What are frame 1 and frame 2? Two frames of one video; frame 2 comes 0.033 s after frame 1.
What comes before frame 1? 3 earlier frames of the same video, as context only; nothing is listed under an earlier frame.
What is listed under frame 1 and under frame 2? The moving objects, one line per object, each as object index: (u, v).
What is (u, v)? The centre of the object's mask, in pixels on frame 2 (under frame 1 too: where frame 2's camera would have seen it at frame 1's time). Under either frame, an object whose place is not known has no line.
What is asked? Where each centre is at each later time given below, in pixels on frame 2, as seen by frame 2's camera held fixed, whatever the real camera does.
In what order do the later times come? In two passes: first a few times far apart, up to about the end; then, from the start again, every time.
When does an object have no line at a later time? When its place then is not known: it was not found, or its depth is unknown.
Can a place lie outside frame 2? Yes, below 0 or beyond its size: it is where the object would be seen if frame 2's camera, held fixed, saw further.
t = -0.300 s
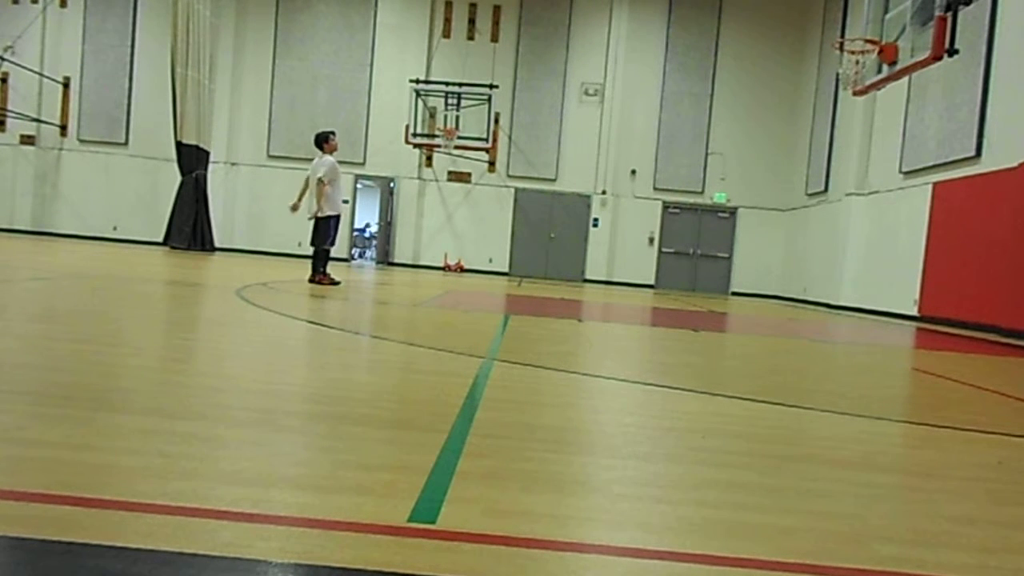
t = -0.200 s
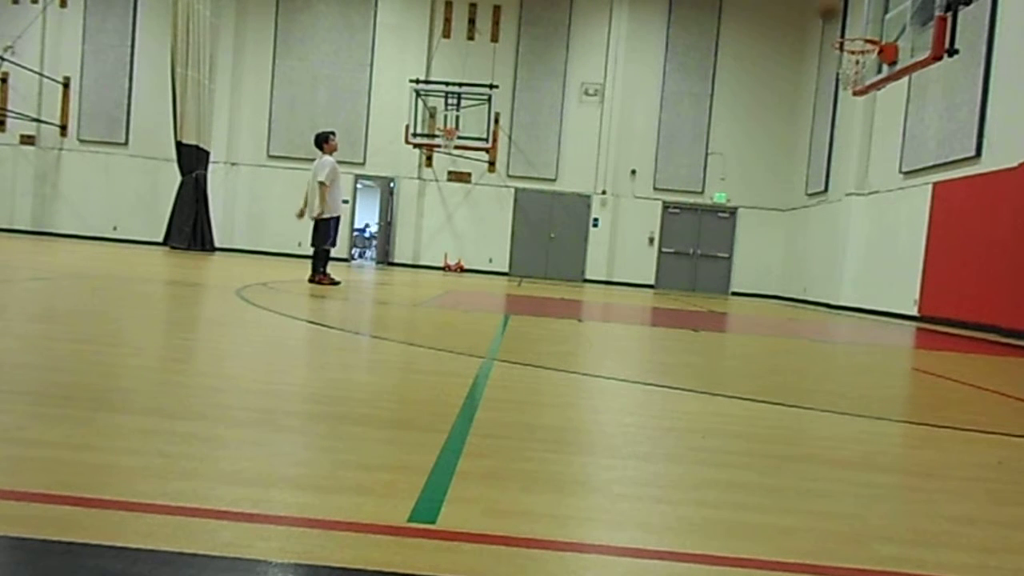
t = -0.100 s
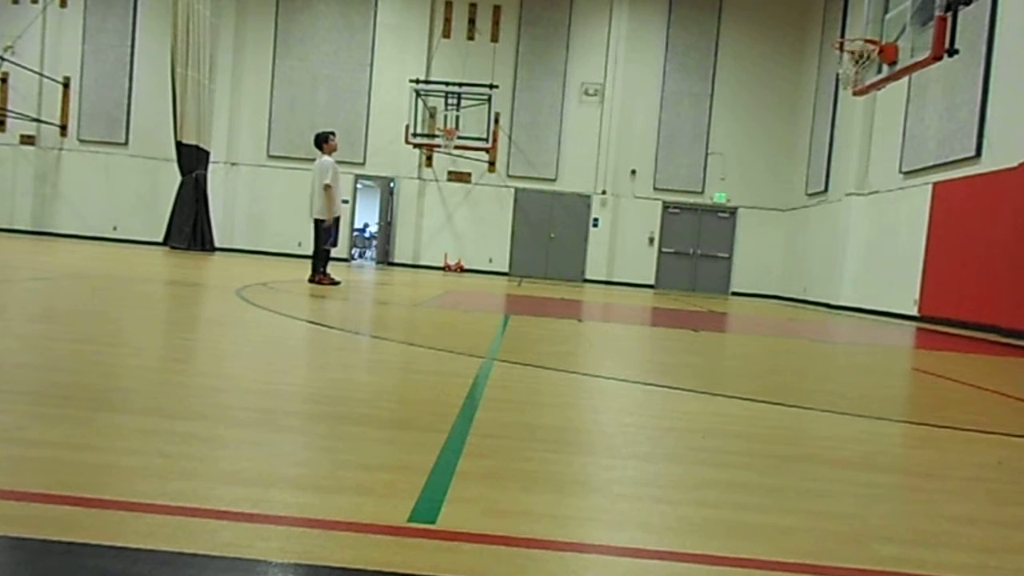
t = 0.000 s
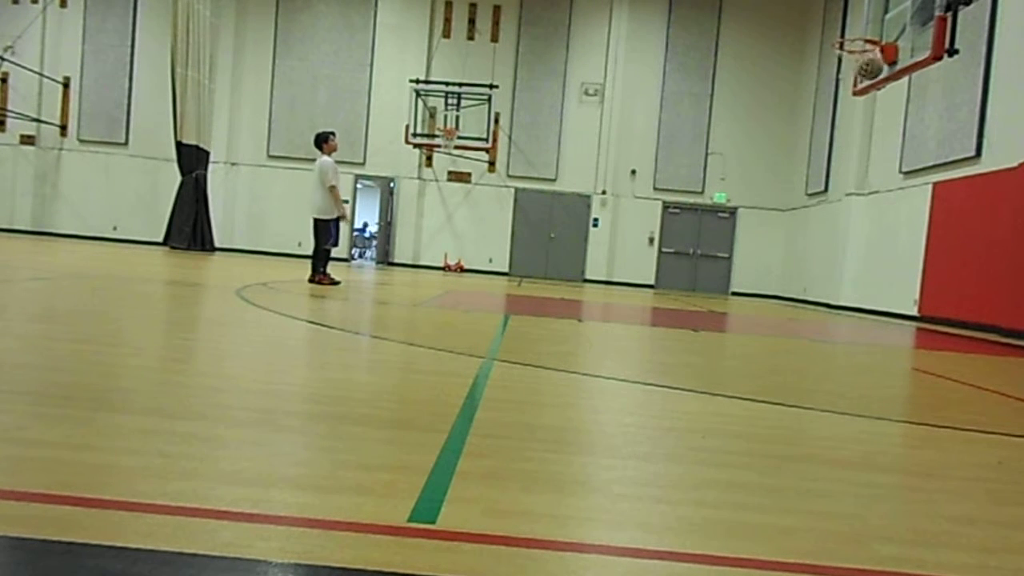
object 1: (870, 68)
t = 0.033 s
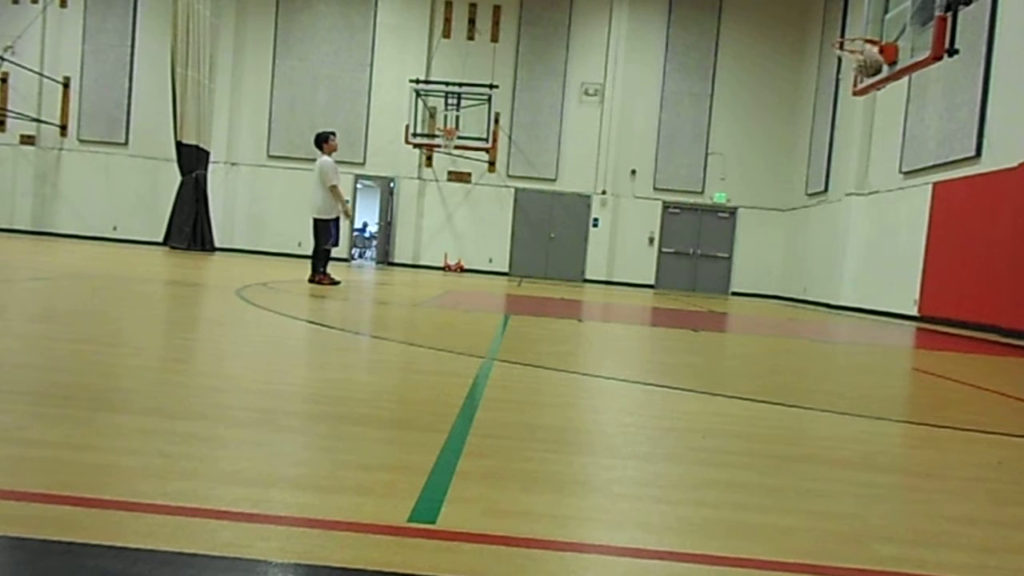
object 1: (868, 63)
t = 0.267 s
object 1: (852, 59)
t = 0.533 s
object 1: (827, 113)
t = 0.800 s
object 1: (796, 229)
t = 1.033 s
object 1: (779, 270)
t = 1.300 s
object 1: (781, 185)
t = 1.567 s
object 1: (778, 167)
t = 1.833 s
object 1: (768, 211)
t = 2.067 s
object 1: (755, 298)
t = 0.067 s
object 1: (867, 62)
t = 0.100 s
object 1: (865, 59)
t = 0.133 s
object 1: (862, 58)
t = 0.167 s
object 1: (861, 57)
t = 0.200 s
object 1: (857, 57)
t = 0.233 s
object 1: (854, 57)
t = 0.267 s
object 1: (852, 59)
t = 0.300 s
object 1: (850, 62)
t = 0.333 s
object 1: (847, 67)
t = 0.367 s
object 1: (844, 72)
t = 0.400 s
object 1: (841, 78)
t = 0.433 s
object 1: (838, 86)
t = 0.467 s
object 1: (834, 94)
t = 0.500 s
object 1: (831, 103)
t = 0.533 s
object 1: (827, 113)
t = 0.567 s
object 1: (823, 124)
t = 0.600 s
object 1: (819, 137)
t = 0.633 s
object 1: (816, 149)
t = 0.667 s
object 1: (812, 164)
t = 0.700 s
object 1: (808, 179)
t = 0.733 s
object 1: (804, 195)
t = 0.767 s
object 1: (801, 211)
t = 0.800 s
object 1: (796, 229)
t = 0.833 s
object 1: (792, 247)
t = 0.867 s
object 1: (787, 268)
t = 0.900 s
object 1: (782, 288)
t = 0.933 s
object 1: (776, 318)
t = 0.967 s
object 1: (777, 304)
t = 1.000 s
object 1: (778, 285)
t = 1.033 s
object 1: (779, 270)
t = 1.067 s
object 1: (779, 256)
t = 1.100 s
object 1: (780, 243)
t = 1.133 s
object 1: (780, 230)
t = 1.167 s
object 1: (781, 220)
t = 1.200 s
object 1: (781, 210)
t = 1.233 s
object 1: (781, 200)
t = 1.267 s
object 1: (781, 192)
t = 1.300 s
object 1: (781, 185)
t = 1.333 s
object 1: (781, 180)
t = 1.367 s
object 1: (781, 175)
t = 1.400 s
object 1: (780, 171)
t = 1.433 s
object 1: (780, 168)
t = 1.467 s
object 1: (780, 166)
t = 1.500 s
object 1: (779, 165)
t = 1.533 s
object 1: (779, 165)
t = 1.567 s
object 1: (778, 167)
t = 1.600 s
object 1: (777, 169)
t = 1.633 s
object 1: (776, 172)
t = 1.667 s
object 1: (775, 176)
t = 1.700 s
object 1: (774, 181)
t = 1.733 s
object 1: (772, 187)
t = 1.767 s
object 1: (771, 194)
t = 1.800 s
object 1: (769, 202)
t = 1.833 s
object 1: (768, 211)
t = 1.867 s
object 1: (766, 221)
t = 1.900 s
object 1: (764, 231)
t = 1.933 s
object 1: (763, 243)
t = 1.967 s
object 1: (761, 256)
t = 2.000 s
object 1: (759, 269)
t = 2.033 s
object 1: (757, 283)
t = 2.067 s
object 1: (755, 298)
